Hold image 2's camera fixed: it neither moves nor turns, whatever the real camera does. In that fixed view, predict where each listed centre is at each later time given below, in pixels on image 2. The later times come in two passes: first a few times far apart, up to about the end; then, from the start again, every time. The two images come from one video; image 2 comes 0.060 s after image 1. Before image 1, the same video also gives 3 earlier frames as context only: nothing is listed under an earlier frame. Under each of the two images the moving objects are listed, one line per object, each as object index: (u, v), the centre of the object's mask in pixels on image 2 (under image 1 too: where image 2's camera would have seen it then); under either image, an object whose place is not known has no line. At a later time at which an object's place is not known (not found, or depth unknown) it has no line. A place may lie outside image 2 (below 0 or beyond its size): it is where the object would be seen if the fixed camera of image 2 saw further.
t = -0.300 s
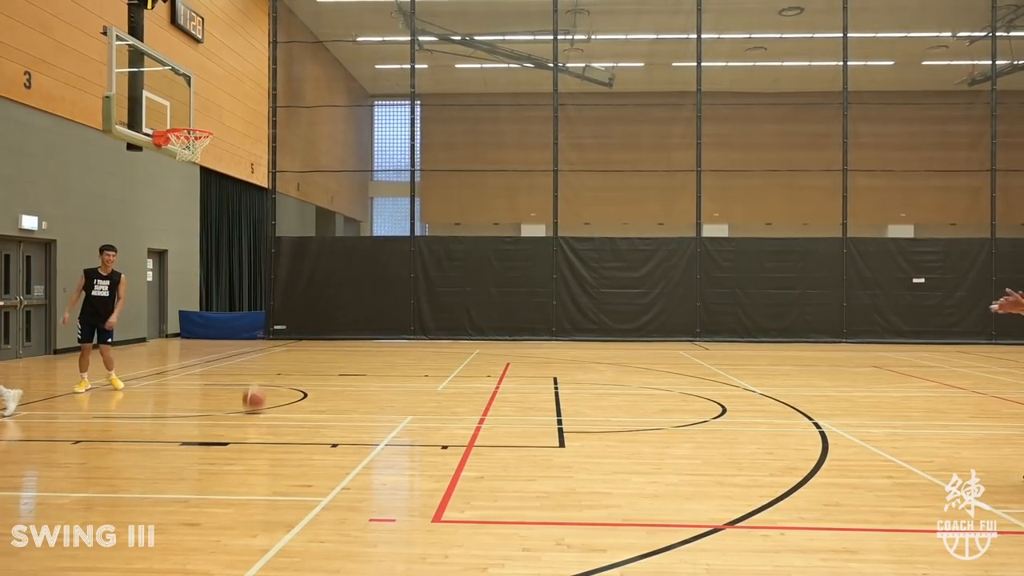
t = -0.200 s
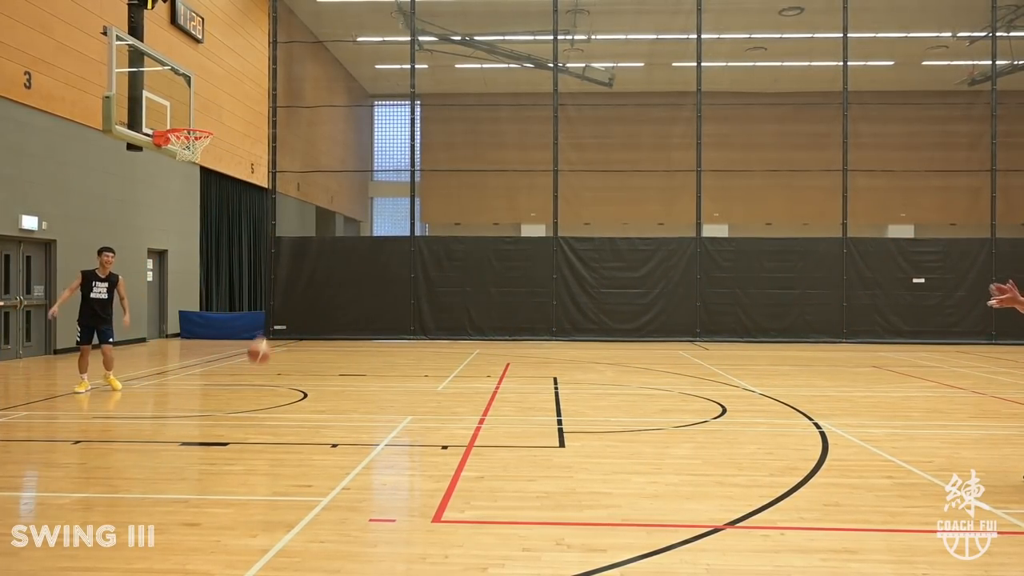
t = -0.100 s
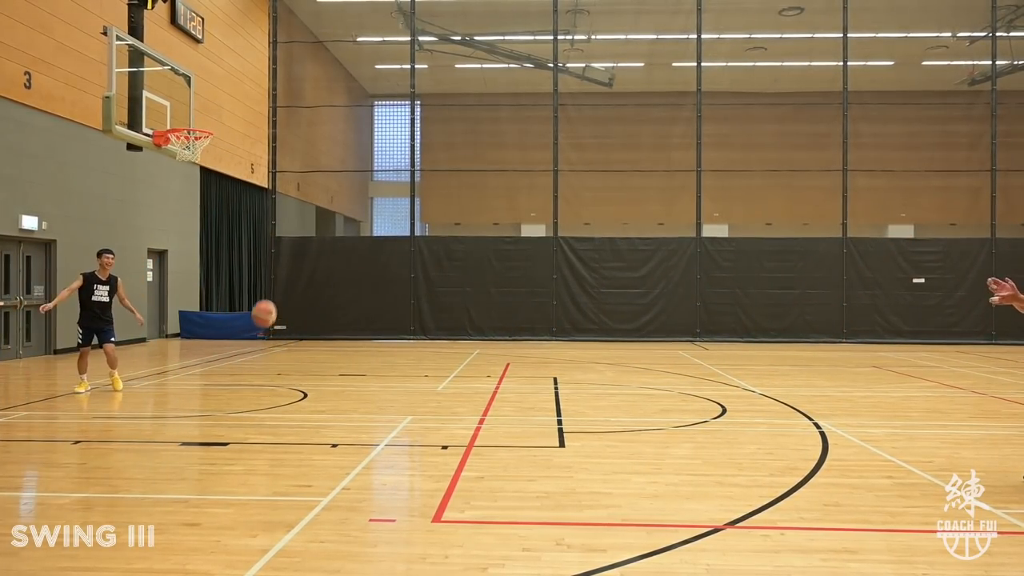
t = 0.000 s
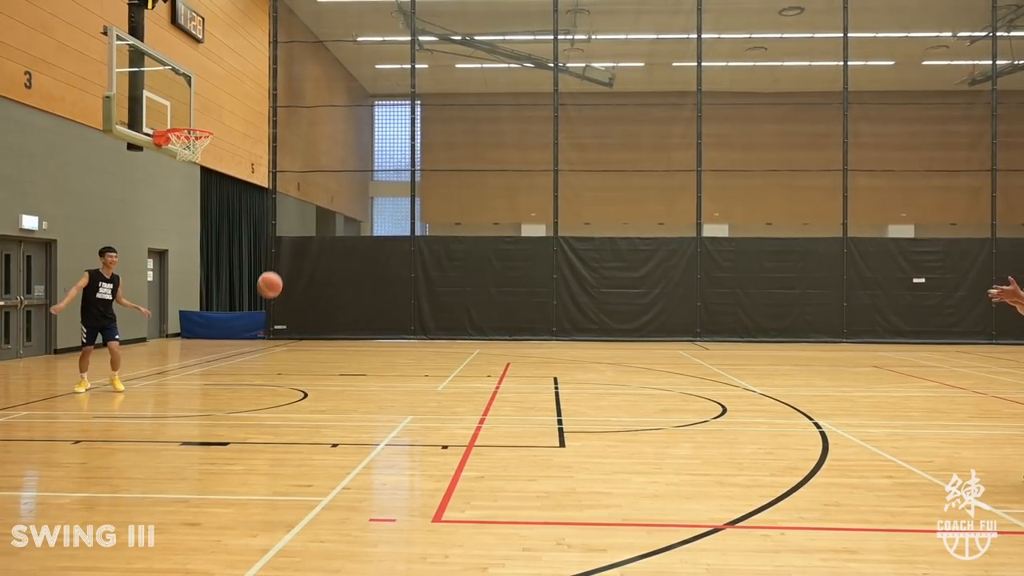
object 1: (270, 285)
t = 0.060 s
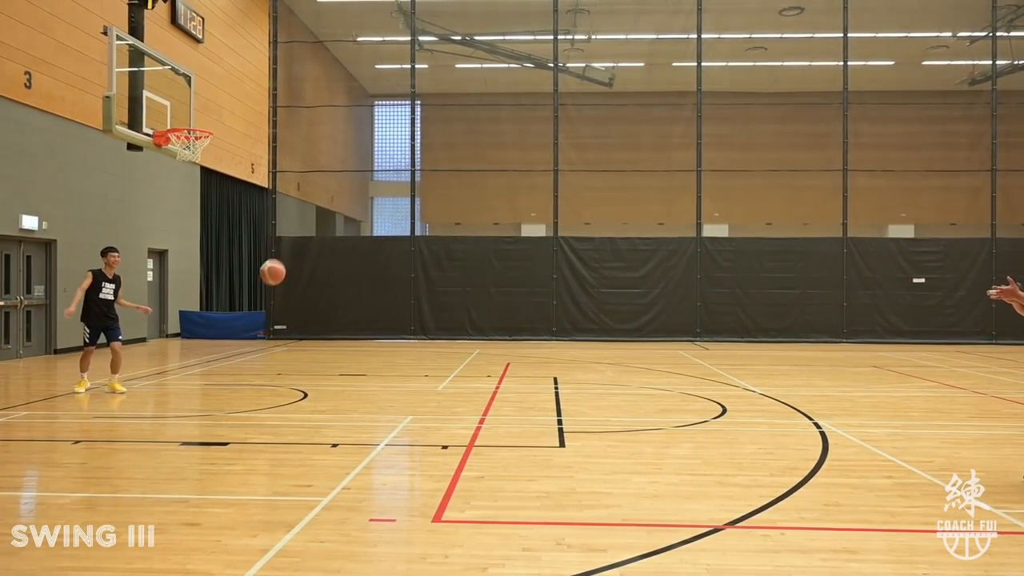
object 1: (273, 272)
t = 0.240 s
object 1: (282, 255)
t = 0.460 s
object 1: (294, 277)
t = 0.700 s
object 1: (306, 359)
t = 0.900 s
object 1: (315, 380)
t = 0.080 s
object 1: (274, 269)
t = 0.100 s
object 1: (275, 266)
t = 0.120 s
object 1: (276, 263)
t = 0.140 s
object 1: (277, 260)
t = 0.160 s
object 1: (278, 258)
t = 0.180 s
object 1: (279, 257)
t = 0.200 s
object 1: (280, 256)
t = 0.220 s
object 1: (281, 255)
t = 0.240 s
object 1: (282, 255)
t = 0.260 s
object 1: (283, 255)
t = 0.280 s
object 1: (284, 255)
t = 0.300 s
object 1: (285, 256)
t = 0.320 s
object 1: (286, 257)
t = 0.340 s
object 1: (287, 259)
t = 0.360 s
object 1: (289, 261)
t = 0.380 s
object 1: (290, 263)
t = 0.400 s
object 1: (291, 266)
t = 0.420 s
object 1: (292, 270)
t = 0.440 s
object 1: (293, 273)
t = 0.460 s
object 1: (294, 277)
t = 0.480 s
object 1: (295, 282)
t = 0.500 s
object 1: (296, 287)
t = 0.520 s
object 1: (297, 292)
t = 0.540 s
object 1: (298, 298)
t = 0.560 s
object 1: (299, 304)
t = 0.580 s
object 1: (301, 311)
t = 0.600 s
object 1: (302, 318)
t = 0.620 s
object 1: (303, 325)
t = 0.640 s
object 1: (304, 332)
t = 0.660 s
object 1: (305, 340)
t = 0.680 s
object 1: (306, 349)
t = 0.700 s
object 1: (306, 359)
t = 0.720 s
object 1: (307, 370)
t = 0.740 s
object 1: (309, 380)
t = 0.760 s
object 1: (310, 390)
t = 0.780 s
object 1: (312, 402)
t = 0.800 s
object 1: (312, 412)
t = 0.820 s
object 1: (313, 411)
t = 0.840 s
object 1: (314, 403)
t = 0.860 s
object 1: (315, 395)
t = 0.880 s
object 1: (315, 387)
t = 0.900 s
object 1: (315, 380)
